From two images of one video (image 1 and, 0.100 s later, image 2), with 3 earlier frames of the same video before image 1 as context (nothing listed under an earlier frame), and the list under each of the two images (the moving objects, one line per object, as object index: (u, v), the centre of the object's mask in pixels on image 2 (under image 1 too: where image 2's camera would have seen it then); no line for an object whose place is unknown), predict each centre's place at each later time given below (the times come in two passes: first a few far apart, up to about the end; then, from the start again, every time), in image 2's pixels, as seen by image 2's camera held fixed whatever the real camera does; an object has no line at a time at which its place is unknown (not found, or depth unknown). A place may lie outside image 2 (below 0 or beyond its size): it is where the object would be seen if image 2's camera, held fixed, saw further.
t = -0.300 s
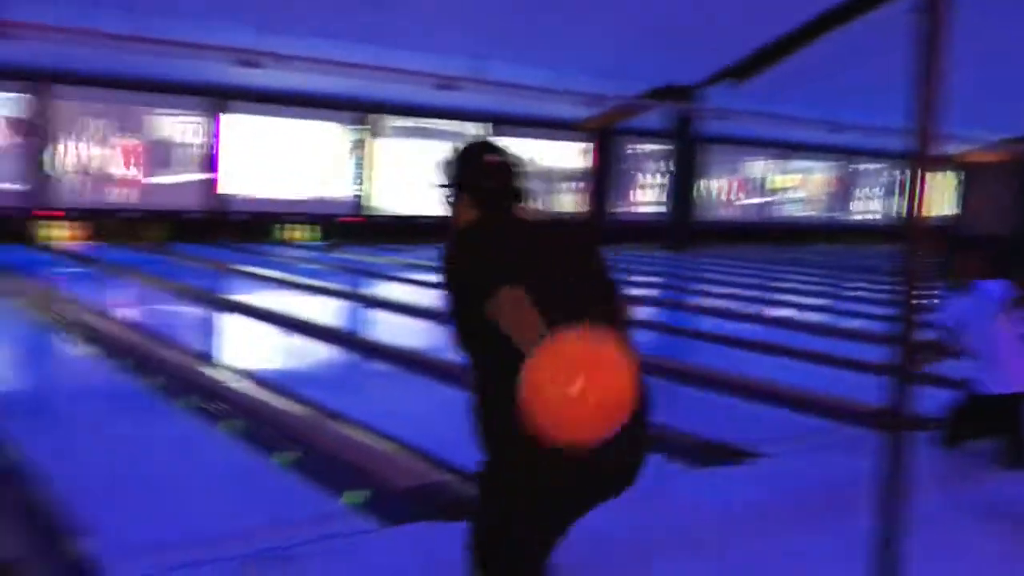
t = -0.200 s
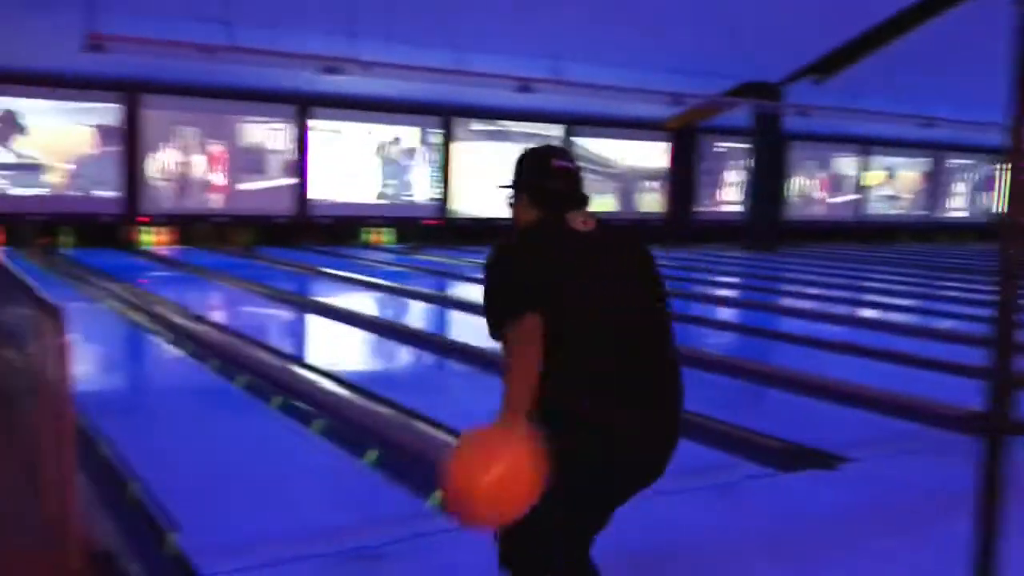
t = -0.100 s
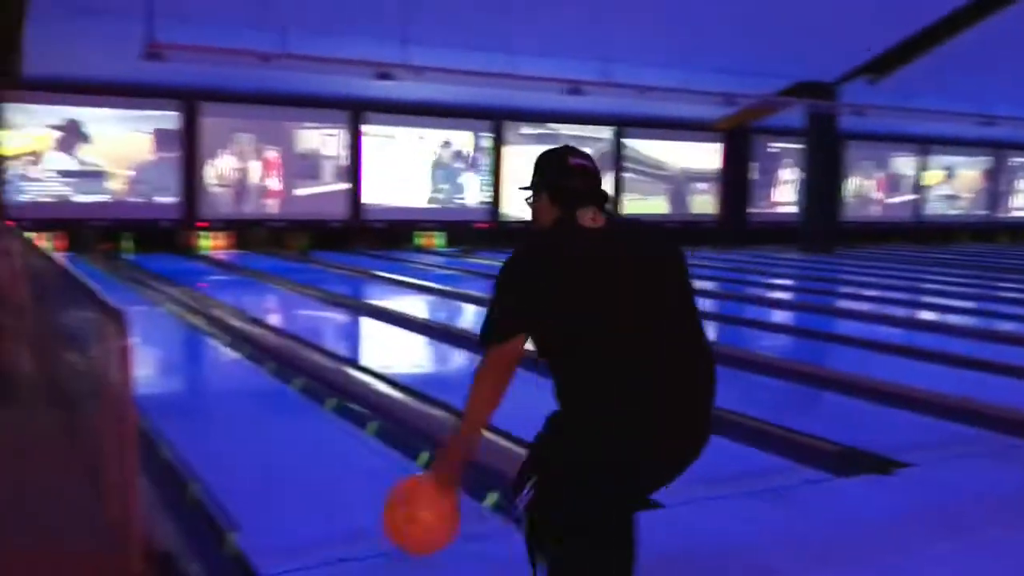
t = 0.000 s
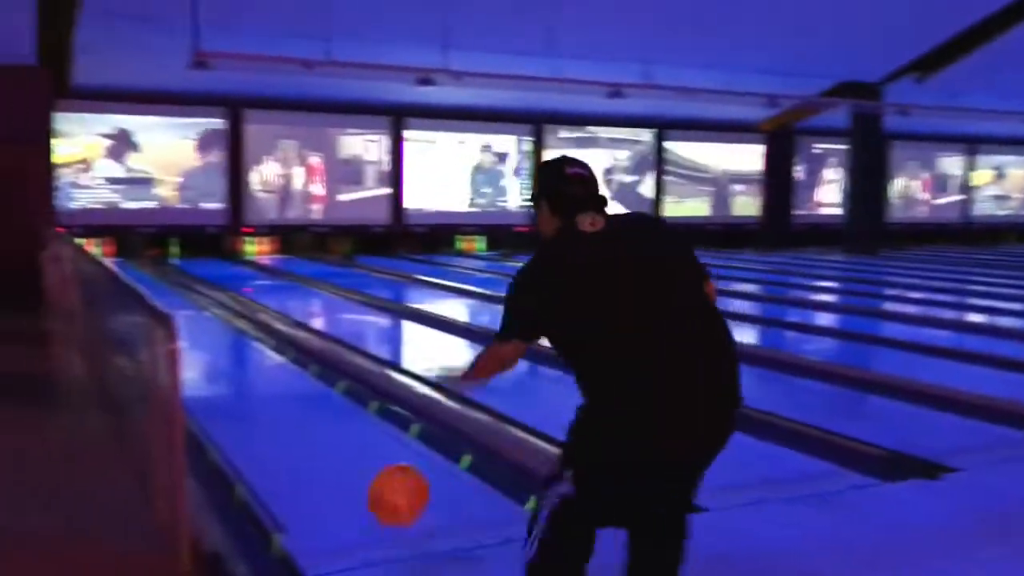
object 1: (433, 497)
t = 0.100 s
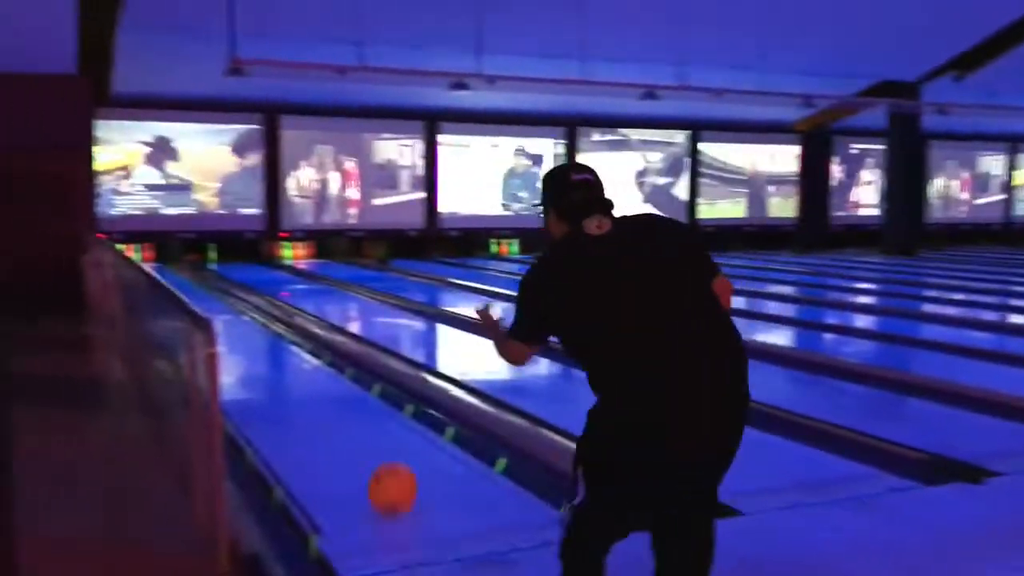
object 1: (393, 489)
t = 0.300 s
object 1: (343, 415)
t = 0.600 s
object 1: (302, 353)
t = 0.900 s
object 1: (267, 322)
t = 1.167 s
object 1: (215, 304)
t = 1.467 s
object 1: (175, 288)
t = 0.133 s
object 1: (382, 472)
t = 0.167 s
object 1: (373, 459)
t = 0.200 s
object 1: (365, 446)
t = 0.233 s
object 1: (356, 434)
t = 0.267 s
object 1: (348, 425)
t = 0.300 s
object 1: (343, 415)
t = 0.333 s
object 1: (337, 406)
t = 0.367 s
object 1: (331, 398)
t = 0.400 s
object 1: (325, 390)
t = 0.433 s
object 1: (321, 382)
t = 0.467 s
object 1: (316, 376)
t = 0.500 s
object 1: (312, 371)
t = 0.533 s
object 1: (308, 365)
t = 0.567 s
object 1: (304, 359)
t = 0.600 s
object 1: (302, 353)
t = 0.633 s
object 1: (298, 350)
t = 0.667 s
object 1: (295, 346)
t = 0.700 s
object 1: (292, 341)
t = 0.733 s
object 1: (289, 337)
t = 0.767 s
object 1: (287, 334)
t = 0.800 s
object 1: (282, 331)
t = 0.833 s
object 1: (278, 328)
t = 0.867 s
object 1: (273, 325)
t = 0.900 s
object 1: (267, 322)
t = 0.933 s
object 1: (261, 319)
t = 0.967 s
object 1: (251, 317)
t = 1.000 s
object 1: (245, 314)
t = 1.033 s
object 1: (239, 312)
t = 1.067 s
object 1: (234, 312)
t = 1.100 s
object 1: (226, 308)
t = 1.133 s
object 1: (220, 305)
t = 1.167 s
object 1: (215, 304)
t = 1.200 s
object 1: (208, 302)
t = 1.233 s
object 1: (204, 300)
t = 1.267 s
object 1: (199, 299)
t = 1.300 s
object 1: (194, 296)
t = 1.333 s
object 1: (189, 295)
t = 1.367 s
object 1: (186, 293)
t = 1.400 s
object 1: (181, 291)
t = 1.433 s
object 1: (178, 289)
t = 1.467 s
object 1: (175, 288)
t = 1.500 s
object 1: (173, 287)
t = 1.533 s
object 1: (168, 284)
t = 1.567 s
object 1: (165, 282)
